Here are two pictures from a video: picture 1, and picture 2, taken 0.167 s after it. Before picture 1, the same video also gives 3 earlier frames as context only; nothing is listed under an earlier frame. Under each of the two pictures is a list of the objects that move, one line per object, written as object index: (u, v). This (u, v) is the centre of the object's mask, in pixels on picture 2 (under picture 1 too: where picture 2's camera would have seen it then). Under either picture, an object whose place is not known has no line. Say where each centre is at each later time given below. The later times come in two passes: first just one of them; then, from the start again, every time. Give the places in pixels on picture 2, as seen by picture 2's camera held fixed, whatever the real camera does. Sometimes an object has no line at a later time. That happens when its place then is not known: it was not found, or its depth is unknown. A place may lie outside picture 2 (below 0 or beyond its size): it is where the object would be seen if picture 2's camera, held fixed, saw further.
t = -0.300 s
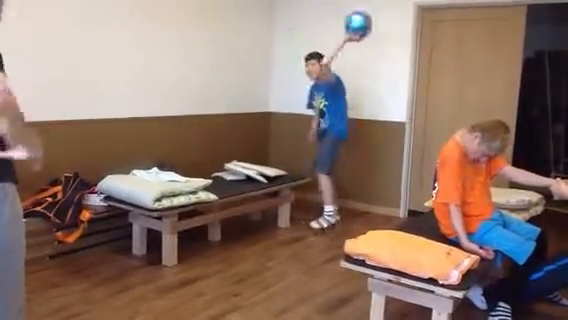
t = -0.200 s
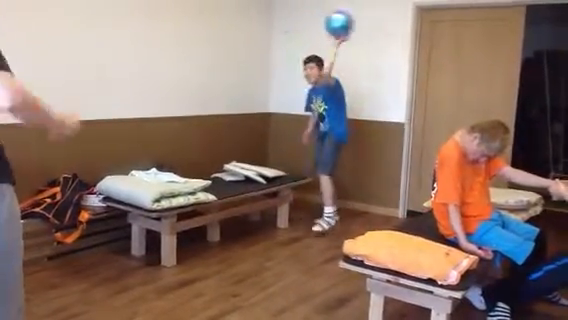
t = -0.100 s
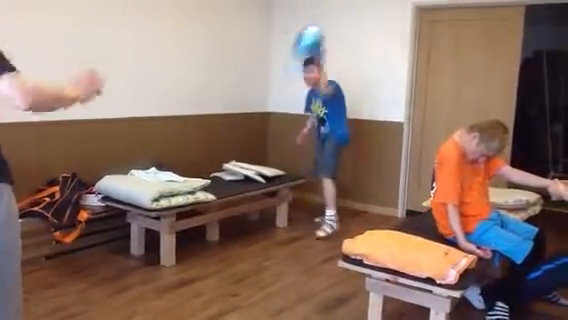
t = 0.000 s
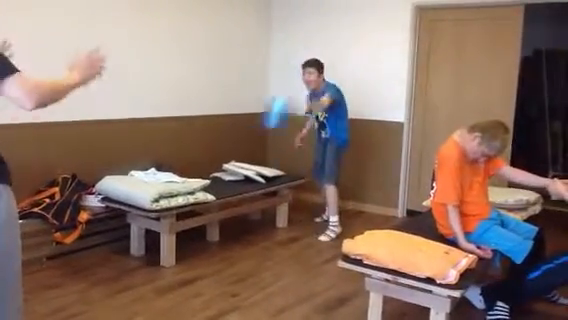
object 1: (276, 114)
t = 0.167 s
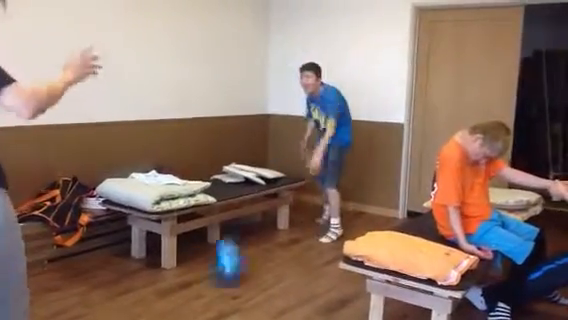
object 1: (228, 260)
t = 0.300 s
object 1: (200, 156)
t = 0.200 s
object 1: (221, 234)
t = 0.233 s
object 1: (212, 207)
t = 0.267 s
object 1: (207, 182)
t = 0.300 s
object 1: (200, 156)
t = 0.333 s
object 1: (193, 134)
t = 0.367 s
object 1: (184, 109)
